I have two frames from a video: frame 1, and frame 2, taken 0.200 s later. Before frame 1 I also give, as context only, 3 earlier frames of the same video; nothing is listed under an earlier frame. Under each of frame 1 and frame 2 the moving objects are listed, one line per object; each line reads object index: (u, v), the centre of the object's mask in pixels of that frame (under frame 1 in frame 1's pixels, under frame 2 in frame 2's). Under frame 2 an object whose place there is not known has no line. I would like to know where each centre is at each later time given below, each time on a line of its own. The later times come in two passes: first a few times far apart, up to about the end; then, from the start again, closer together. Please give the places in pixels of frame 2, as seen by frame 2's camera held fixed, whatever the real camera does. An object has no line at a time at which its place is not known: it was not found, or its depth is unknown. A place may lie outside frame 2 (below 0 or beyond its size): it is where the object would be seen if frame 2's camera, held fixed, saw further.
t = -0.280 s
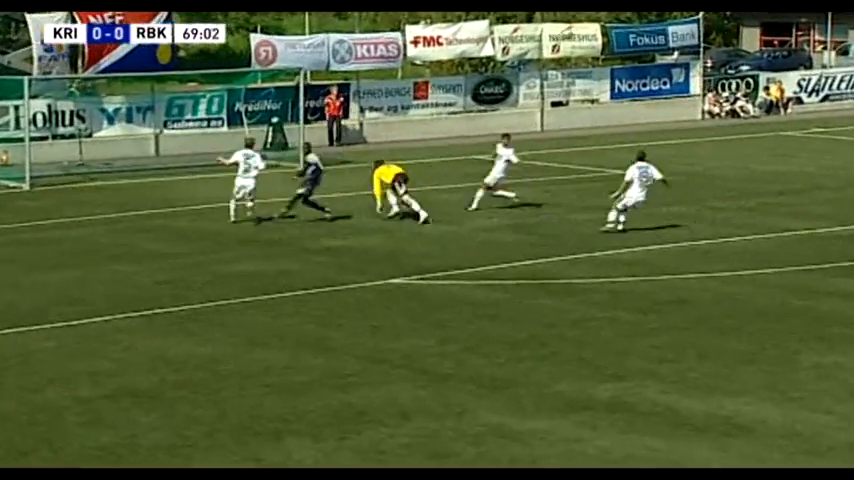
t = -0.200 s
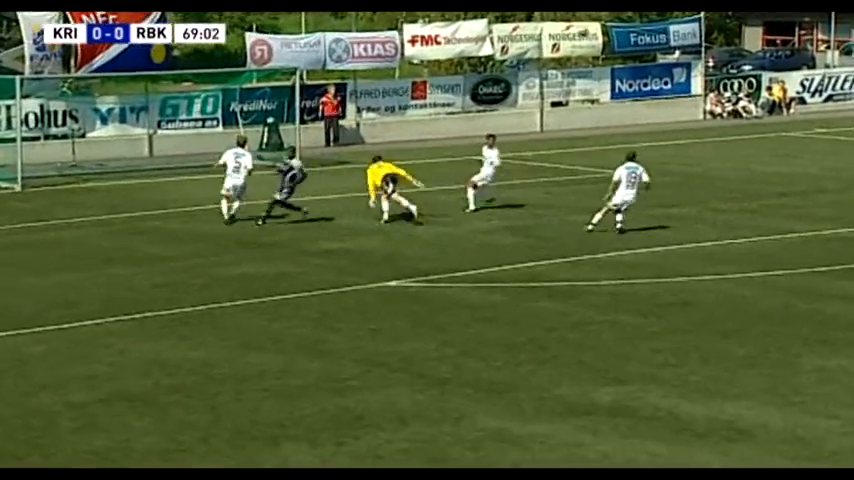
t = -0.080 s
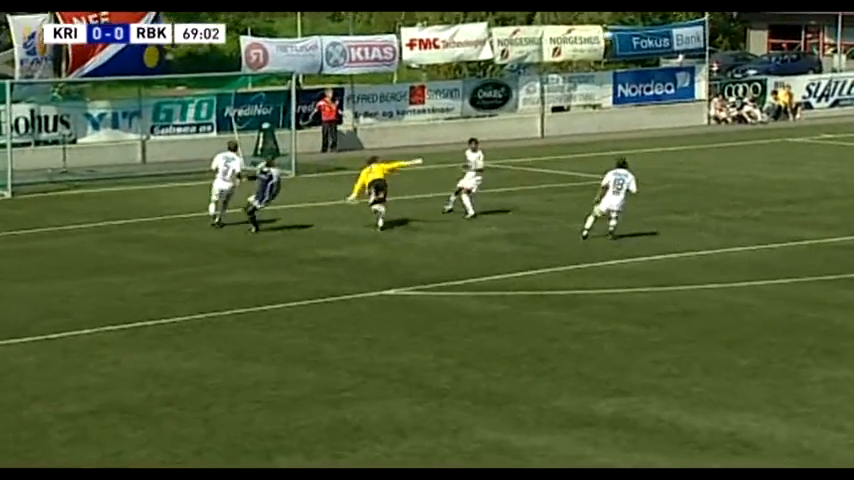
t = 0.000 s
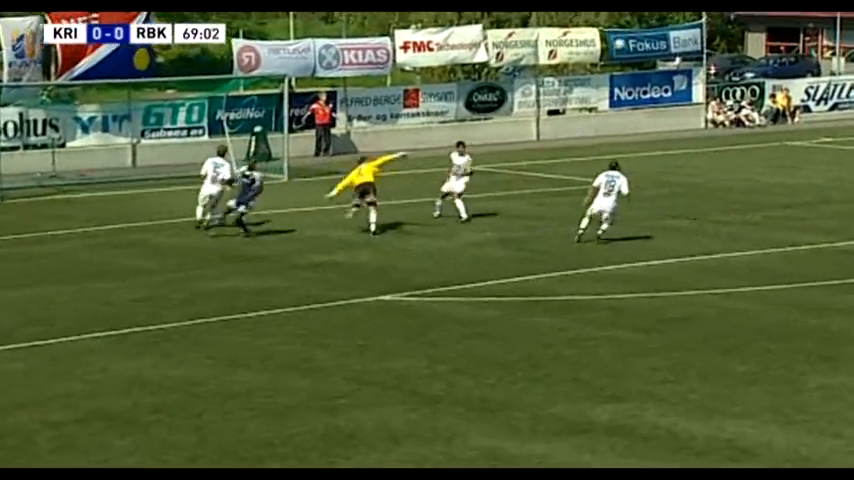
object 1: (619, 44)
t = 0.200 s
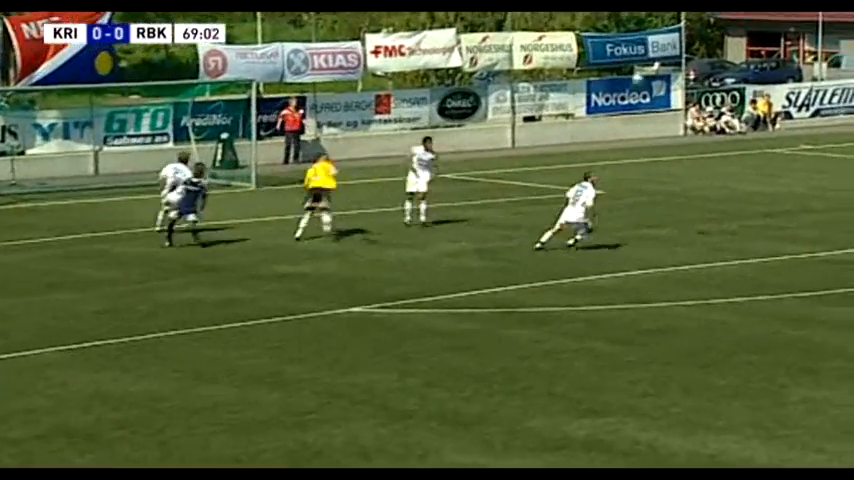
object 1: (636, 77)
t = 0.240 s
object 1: (645, 85)
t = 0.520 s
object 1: (701, 172)
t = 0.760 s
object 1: (750, 239)
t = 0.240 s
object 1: (645, 85)
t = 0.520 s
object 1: (701, 172)
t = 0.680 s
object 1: (733, 237)
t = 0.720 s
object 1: (743, 252)
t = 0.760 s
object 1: (750, 239)
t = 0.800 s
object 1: (757, 227)
